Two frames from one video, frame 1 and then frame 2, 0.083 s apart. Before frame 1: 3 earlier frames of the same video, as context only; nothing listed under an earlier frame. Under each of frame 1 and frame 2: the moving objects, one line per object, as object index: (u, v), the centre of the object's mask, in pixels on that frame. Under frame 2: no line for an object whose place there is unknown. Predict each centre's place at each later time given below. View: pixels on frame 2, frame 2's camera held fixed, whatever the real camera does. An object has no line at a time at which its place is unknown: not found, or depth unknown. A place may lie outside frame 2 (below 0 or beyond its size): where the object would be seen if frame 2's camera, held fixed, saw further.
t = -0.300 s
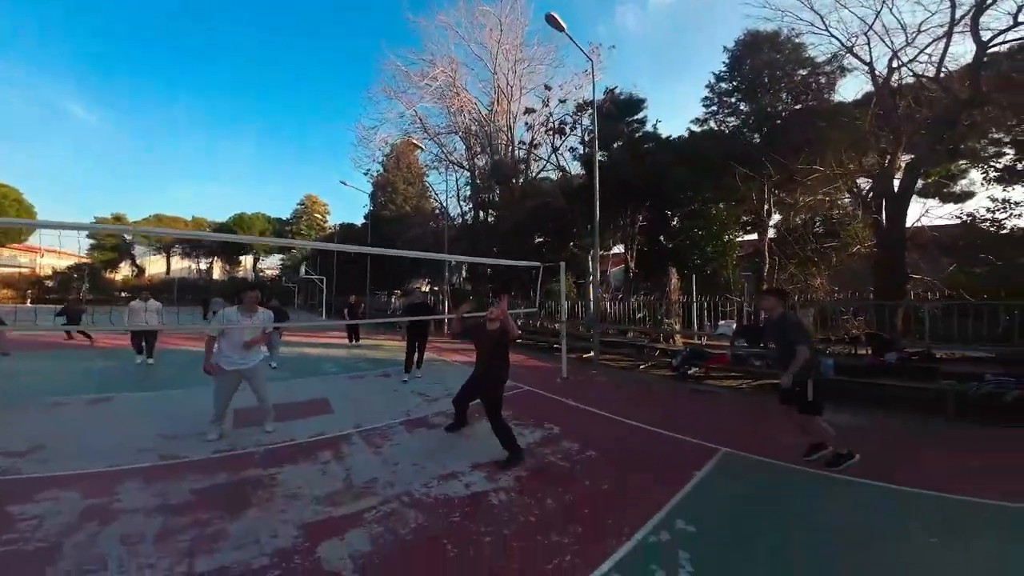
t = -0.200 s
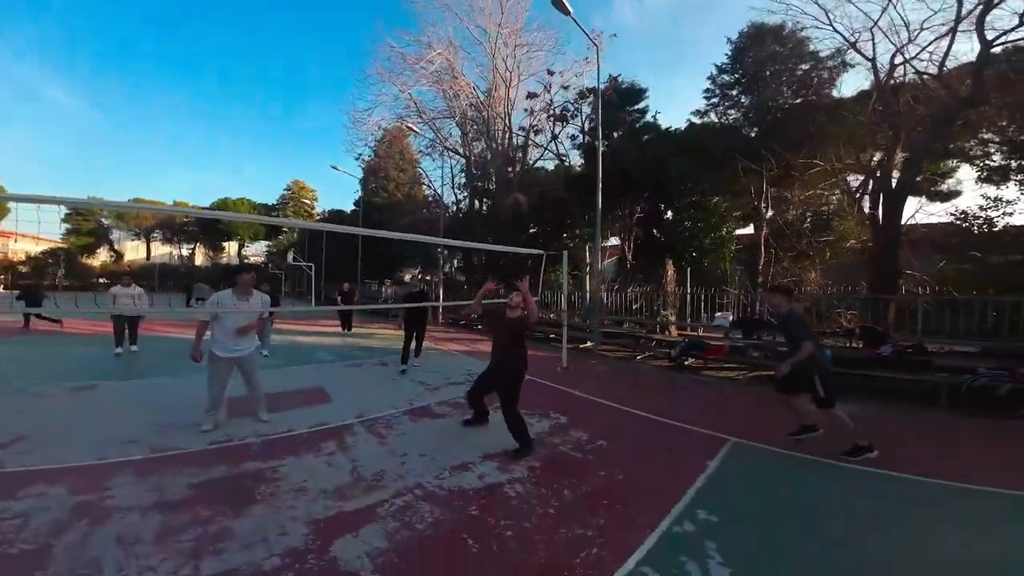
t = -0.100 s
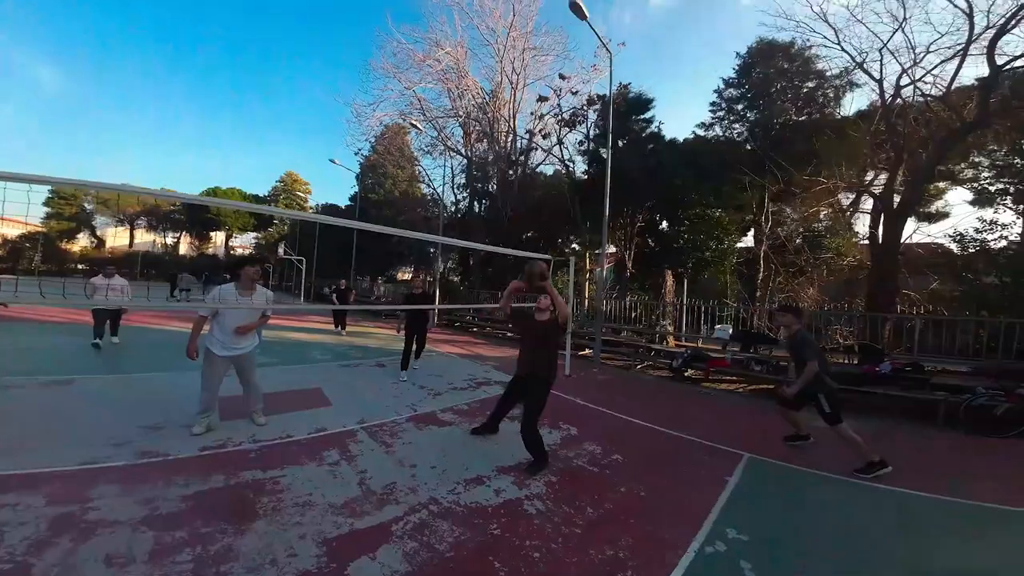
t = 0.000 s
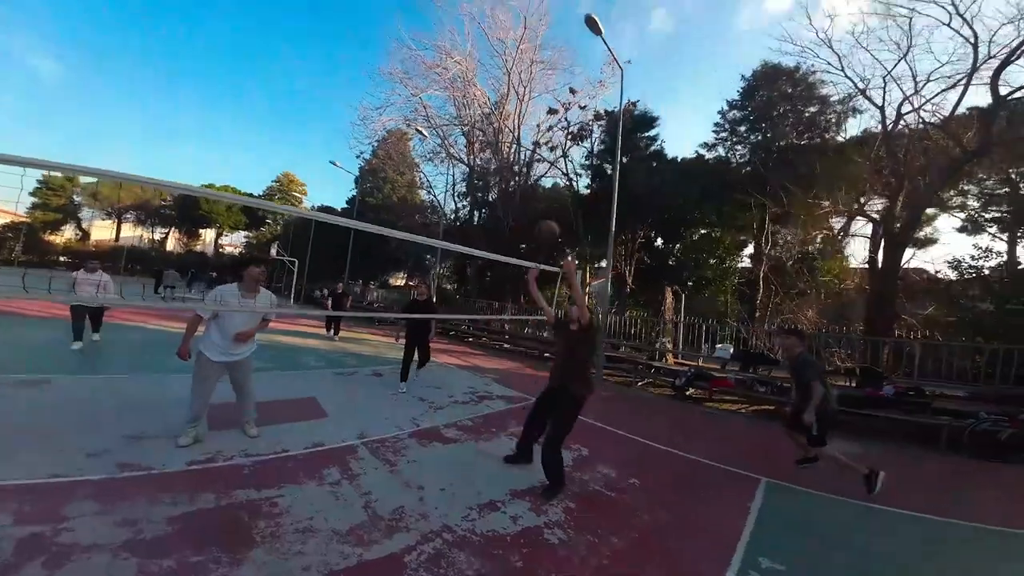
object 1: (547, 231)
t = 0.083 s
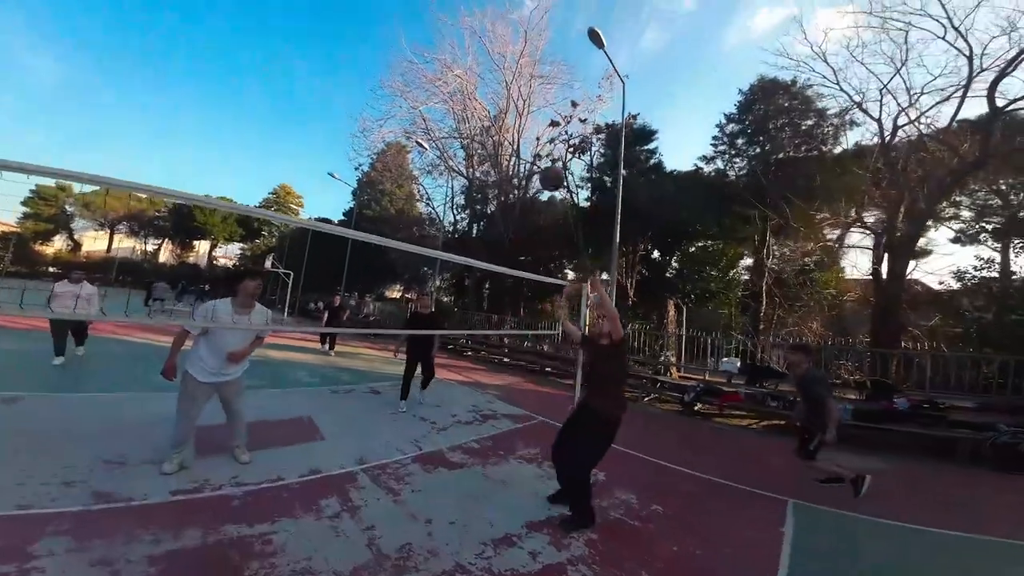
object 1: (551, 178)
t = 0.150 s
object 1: (551, 130)
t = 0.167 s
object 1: (550, 118)
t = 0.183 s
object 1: (550, 108)
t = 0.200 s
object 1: (549, 97)
